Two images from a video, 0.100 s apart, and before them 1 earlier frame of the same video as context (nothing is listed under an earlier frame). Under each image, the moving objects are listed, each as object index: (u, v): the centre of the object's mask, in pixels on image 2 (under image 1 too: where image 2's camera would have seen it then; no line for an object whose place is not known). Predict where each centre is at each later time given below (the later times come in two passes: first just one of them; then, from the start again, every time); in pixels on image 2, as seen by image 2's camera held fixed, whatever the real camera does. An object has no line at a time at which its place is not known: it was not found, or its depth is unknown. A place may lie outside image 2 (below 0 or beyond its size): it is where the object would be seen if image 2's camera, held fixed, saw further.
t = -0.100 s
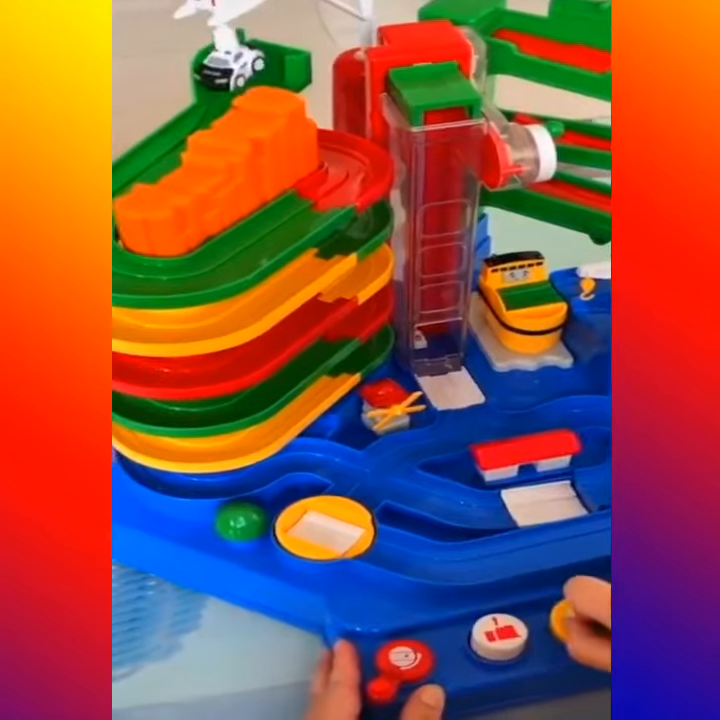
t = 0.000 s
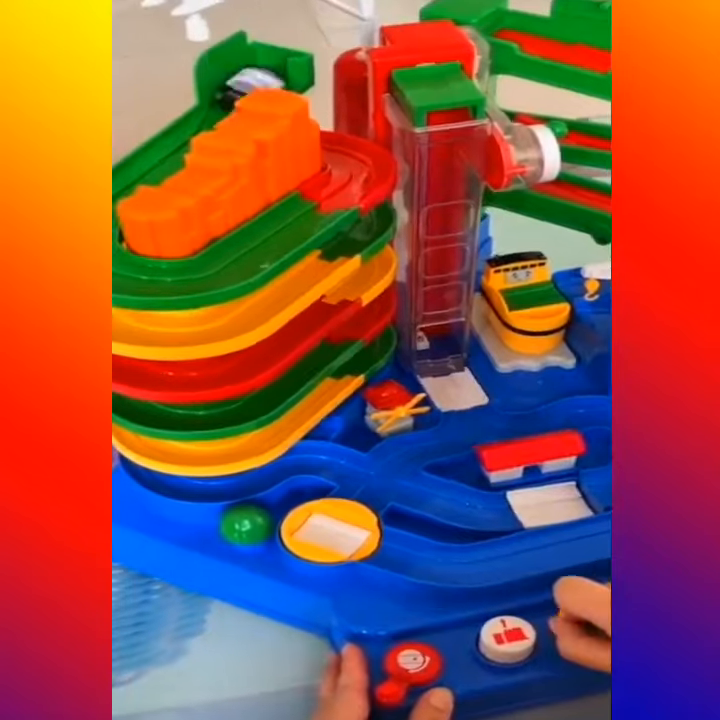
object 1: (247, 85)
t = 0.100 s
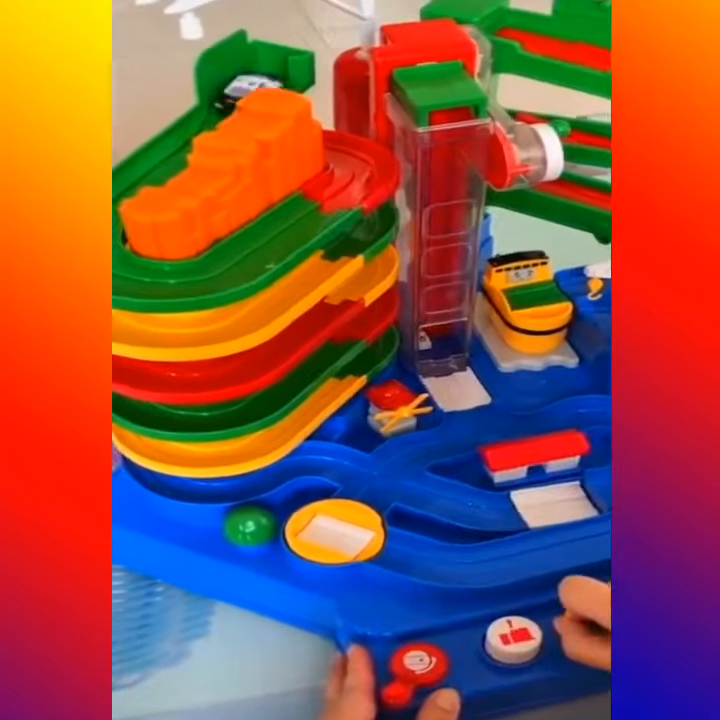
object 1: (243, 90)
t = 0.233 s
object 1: (196, 124)
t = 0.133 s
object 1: (225, 102)
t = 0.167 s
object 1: (218, 108)
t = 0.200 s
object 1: (209, 114)
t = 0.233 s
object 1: (196, 124)
